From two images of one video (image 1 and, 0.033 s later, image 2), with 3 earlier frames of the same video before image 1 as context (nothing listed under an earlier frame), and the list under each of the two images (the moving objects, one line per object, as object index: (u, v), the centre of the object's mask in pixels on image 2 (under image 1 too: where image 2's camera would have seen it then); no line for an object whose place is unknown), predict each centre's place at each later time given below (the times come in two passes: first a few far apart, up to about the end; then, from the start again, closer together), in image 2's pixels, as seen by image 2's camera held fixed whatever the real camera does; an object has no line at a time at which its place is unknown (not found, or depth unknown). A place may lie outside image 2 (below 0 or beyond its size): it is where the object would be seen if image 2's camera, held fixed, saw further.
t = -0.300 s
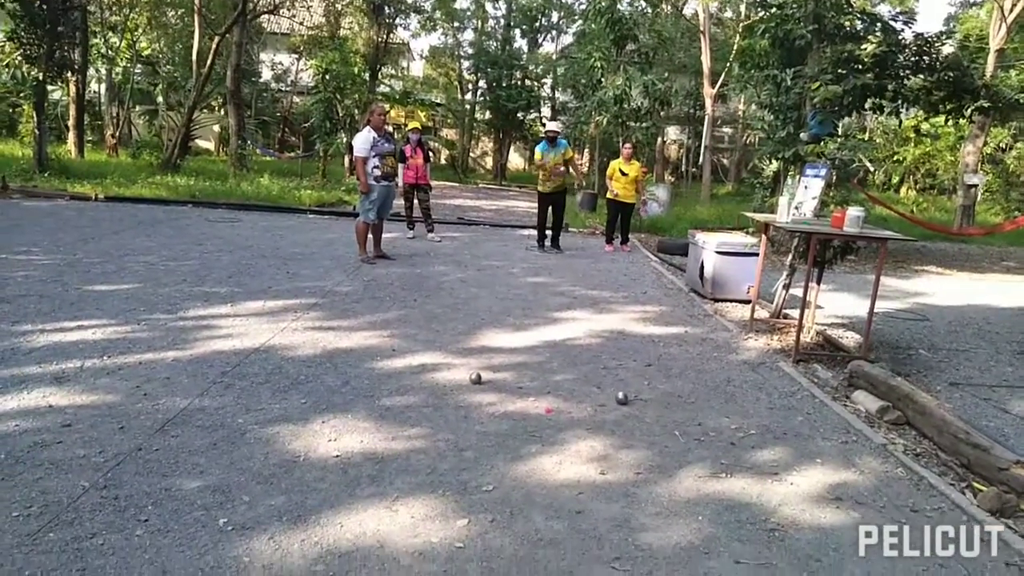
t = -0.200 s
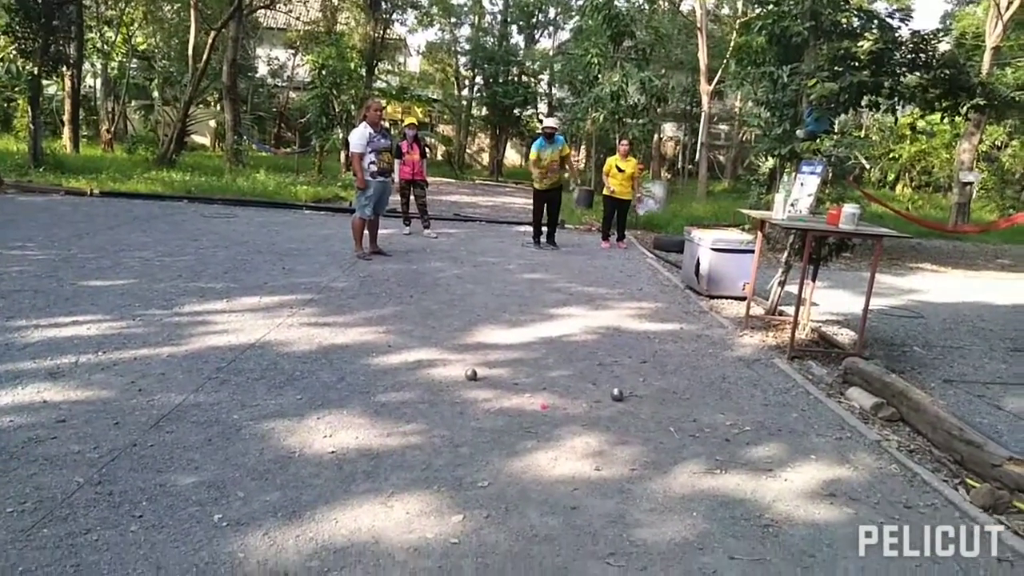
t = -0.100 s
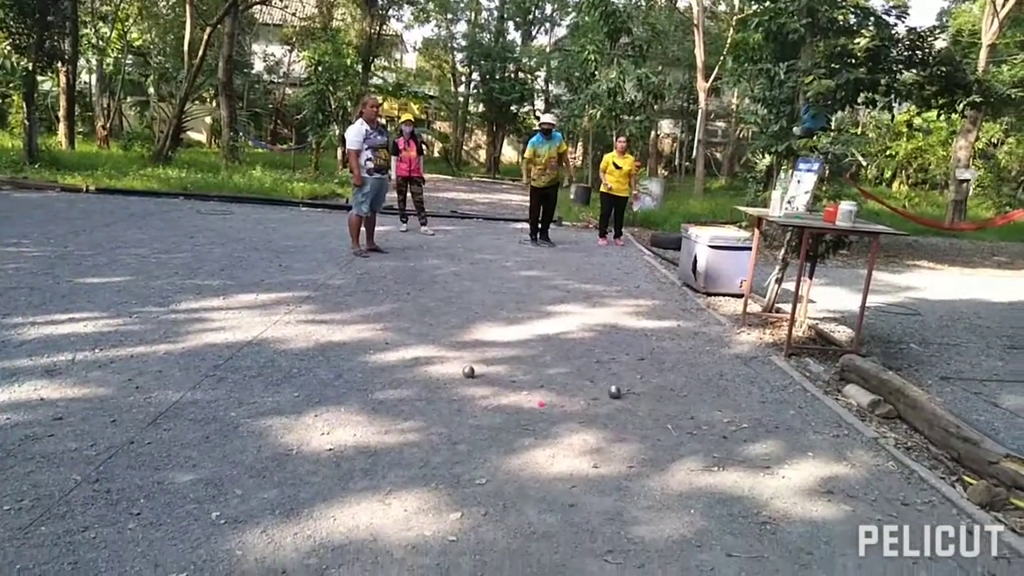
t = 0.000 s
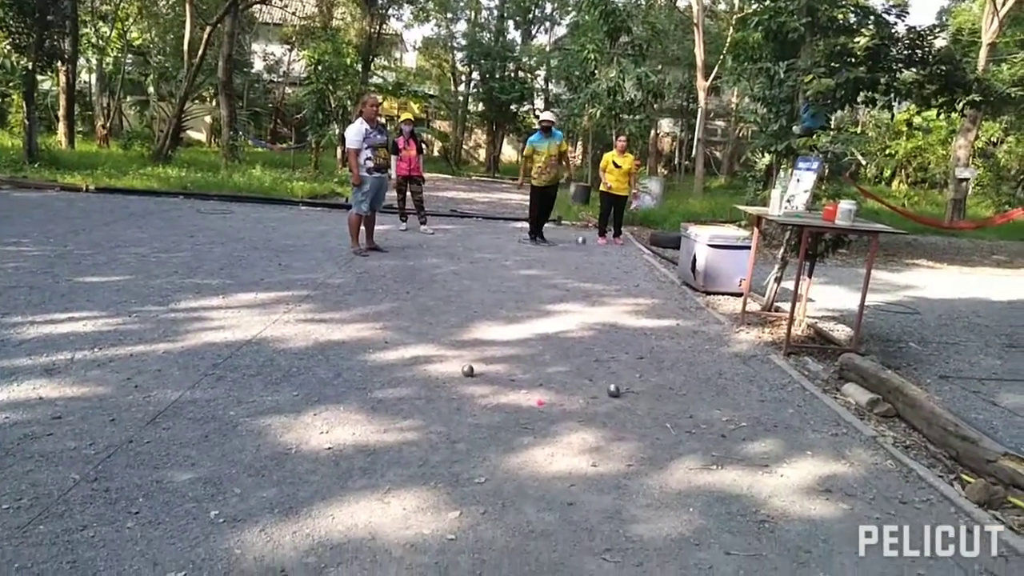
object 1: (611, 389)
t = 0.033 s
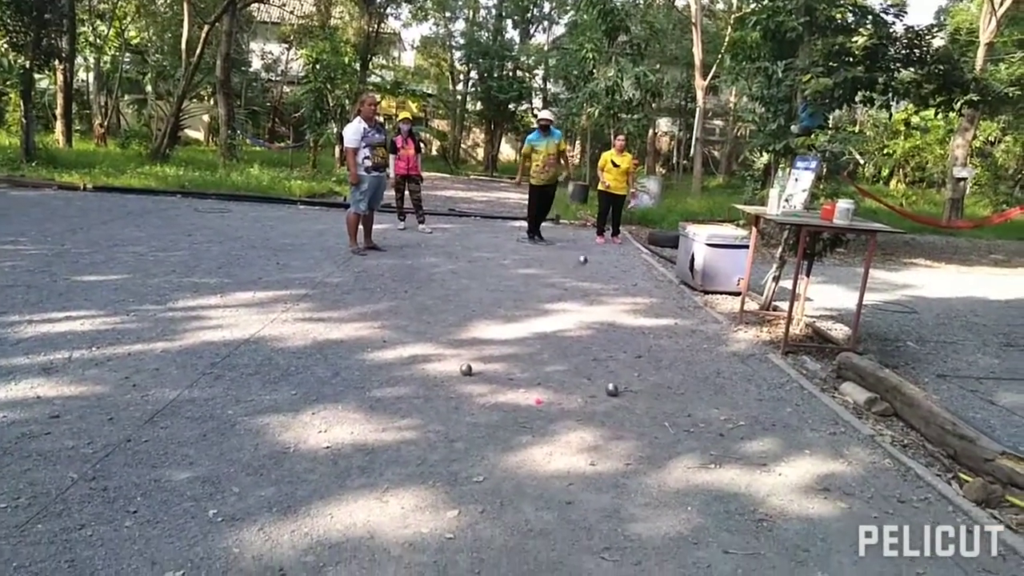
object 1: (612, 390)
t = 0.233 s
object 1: (611, 390)
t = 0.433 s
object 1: (637, 405)
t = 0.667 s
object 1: (670, 424)
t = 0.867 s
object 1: (697, 440)
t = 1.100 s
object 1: (727, 457)
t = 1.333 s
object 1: (749, 470)
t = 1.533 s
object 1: (764, 480)
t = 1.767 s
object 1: (779, 487)
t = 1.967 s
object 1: (794, 491)
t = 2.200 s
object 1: (809, 493)
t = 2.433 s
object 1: (821, 495)
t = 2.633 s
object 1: (830, 497)
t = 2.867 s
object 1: (833, 497)
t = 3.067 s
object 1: (833, 497)
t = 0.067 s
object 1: (612, 390)
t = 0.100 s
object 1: (612, 390)
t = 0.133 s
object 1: (612, 390)
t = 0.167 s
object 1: (612, 390)
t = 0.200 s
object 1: (612, 389)
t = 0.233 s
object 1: (611, 390)
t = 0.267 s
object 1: (615, 391)
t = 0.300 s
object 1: (618, 392)
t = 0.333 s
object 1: (623, 395)
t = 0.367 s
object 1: (627, 399)
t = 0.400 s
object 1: (632, 403)
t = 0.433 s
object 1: (637, 405)
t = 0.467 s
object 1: (641, 408)
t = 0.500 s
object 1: (646, 411)
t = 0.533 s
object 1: (651, 414)
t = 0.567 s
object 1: (656, 416)
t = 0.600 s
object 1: (660, 419)
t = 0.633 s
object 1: (665, 423)
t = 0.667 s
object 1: (670, 424)
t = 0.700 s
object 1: (675, 426)
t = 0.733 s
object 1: (680, 430)
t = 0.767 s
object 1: (684, 432)
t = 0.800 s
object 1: (689, 435)
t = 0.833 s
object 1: (693, 438)
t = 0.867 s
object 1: (697, 440)
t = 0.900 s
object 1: (702, 442)
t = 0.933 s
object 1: (706, 445)
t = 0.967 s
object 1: (711, 447)
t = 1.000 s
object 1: (715, 449)
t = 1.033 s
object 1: (719, 452)
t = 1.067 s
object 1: (722, 455)
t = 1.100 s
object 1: (727, 457)
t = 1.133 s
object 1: (732, 460)
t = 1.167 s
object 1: (735, 462)
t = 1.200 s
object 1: (738, 464)
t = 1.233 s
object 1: (742, 465)
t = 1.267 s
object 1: (745, 467)
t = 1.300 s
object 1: (748, 468)
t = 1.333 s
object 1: (749, 470)
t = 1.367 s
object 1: (752, 472)
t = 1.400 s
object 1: (754, 474)
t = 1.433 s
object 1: (756, 475)
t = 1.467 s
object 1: (759, 477)
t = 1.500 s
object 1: (762, 479)
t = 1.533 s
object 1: (764, 480)
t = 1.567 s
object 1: (766, 481)
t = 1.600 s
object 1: (768, 481)
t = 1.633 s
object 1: (770, 483)
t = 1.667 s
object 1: (773, 484)
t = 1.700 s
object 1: (775, 485)
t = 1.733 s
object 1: (777, 486)
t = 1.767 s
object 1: (779, 487)
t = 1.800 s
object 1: (782, 488)
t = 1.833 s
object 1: (784, 489)
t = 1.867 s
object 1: (787, 490)
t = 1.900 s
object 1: (790, 490)
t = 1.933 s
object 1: (792, 491)
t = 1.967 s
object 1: (794, 491)
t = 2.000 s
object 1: (796, 492)
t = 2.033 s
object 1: (799, 492)
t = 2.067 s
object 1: (801, 492)
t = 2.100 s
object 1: (803, 492)
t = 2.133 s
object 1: (805, 492)
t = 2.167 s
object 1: (807, 493)
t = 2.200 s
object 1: (809, 493)
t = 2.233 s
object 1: (811, 493)
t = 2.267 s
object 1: (813, 494)
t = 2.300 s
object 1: (814, 494)
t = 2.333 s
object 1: (815, 494)
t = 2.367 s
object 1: (817, 494)
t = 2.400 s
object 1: (819, 494)
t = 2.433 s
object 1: (821, 495)
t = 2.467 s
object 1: (823, 495)
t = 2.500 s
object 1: (824, 496)
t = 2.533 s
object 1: (826, 496)
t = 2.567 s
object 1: (827, 496)
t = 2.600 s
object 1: (828, 496)
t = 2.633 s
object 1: (830, 497)
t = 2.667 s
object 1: (831, 497)
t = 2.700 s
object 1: (831, 497)
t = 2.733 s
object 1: (832, 497)
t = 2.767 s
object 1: (833, 497)
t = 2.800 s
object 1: (833, 497)
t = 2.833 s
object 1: (833, 497)
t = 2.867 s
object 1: (833, 497)
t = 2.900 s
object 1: (834, 497)
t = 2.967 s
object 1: (833, 497)
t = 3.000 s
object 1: (833, 497)
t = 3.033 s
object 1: (833, 497)
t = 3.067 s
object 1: (833, 497)
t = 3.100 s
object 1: (833, 497)
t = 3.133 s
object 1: (833, 498)
